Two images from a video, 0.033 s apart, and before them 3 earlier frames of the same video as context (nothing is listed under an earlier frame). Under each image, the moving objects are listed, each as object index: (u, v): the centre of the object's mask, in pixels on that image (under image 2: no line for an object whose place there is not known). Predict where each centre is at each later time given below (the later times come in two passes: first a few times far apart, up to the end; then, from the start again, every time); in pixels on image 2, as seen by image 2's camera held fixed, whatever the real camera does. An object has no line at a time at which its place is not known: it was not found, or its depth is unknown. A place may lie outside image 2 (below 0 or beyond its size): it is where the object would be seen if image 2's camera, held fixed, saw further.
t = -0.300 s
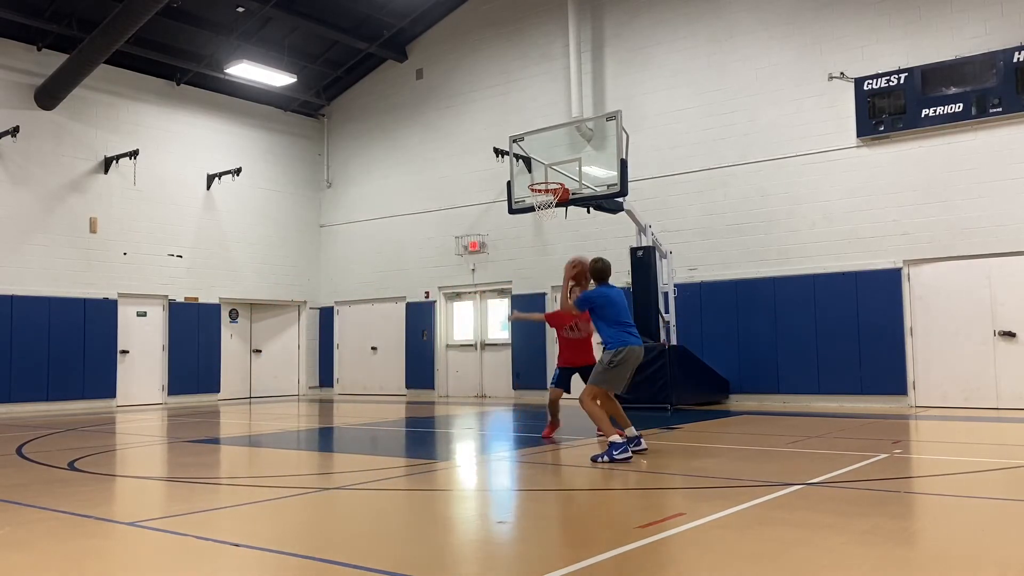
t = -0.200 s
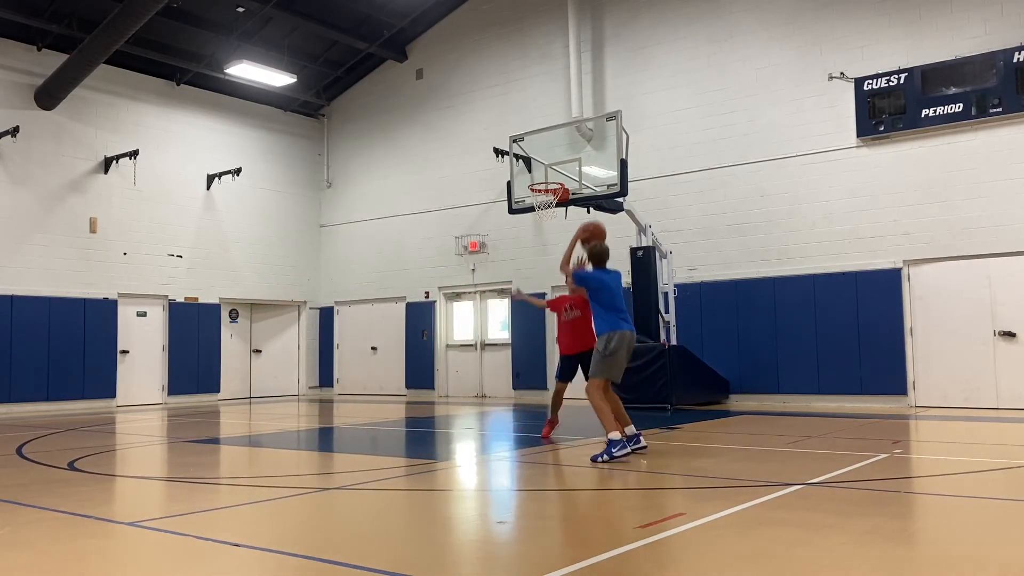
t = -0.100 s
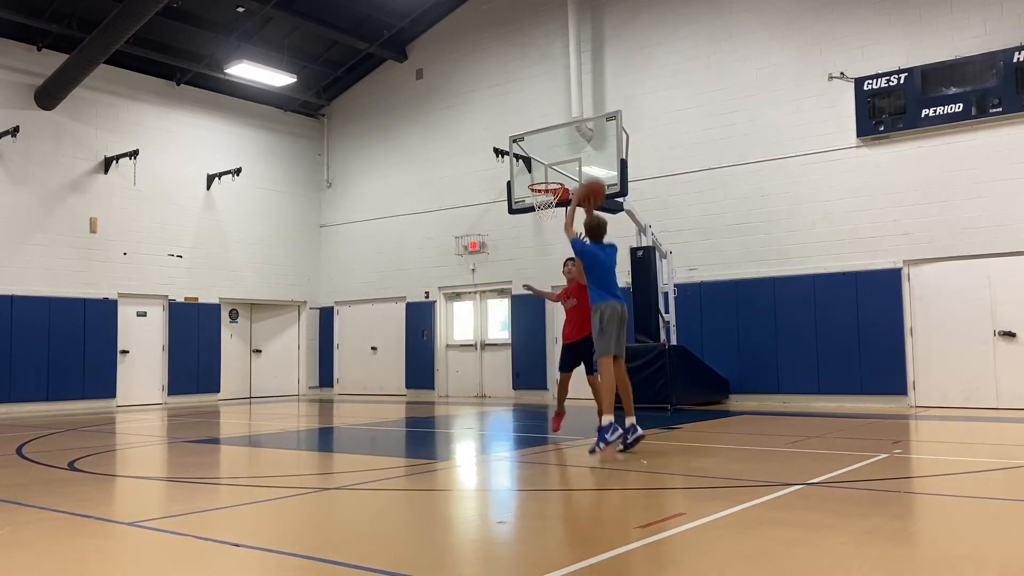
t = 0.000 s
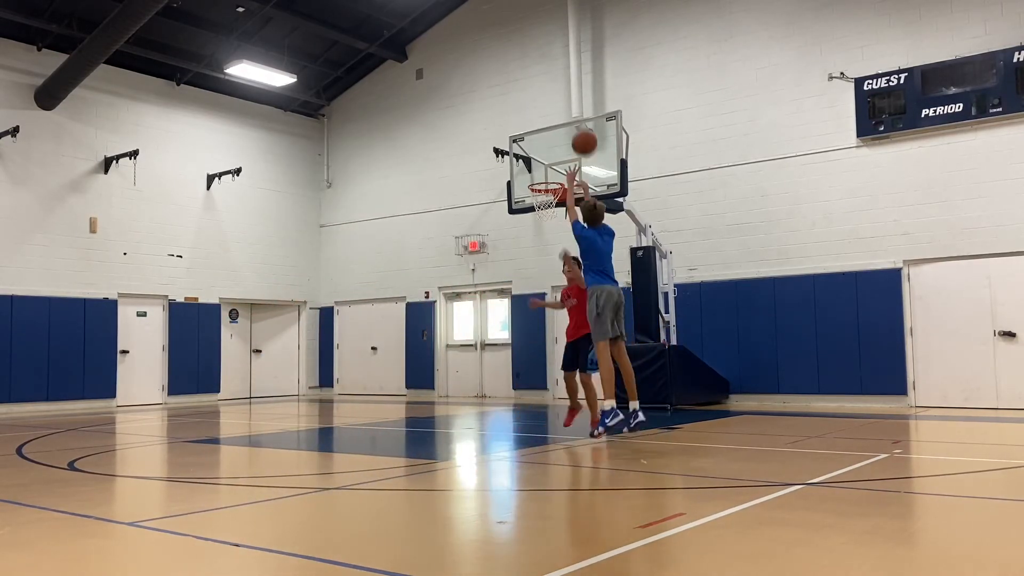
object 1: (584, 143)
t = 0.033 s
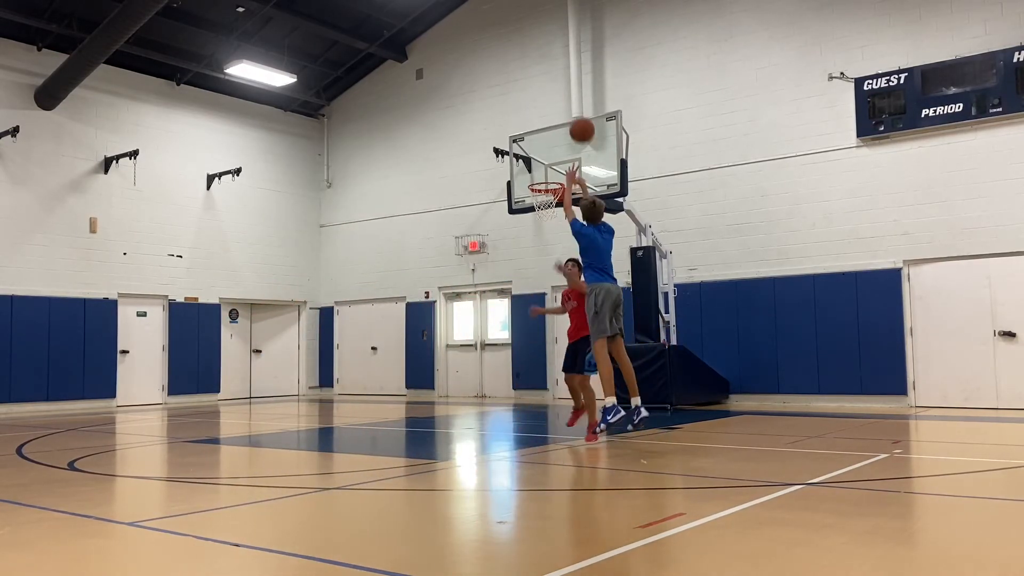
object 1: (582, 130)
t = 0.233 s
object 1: (569, 84)
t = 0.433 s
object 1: (560, 81)
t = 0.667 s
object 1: (552, 117)
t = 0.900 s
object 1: (545, 180)
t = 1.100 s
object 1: (546, 211)
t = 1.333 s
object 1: (550, 253)
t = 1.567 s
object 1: (555, 333)
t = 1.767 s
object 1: (558, 392)
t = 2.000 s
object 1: (560, 319)
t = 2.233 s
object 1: (563, 286)
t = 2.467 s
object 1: (567, 294)
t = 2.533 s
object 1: (568, 304)
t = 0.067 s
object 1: (579, 119)
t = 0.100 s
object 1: (577, 109)
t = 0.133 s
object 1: (575, 101)
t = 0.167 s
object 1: (573, 94)
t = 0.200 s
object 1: (571, 88)
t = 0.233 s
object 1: (569, 84)
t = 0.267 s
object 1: (568, 81)
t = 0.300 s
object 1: (566, 79)
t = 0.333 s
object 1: (565, 78)
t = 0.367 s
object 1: (563, 78)
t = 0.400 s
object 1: (562, 79)
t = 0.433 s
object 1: (560, 81)
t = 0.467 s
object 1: (559, 84)
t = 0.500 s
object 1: (558, 87)
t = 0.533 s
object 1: (556, 92)
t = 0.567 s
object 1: (555, 97)
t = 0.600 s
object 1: (554, 103)
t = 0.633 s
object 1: (553, 110)
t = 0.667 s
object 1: (552, 117)
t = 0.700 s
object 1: (551, 125)
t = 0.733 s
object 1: (549, 134)
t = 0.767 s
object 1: (548, 143)
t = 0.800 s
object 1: (547, 153)
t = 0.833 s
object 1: (546, 164)
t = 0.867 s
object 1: (545, 175)
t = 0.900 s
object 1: (545, 180)
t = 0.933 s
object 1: (544, 196)
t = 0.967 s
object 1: (545, 202)
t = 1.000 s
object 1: (545, 205)
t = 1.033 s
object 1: (546, 205)
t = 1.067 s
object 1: (546, 208)
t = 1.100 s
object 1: (546, 211)
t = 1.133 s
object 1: (547, 214)
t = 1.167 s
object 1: (547, 219)
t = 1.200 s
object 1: (548, 224)
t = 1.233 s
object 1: (548, 230)
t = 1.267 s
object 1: (549, 237)
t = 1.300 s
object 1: (550, 244)
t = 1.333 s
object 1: (550, 253)
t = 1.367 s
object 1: (551, 262)
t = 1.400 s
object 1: (551, 272)
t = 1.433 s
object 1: (552, 282)
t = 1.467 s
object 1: (553, 294)
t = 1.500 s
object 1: (553, 307)
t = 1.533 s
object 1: (554, 320)
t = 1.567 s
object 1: (555, 333)
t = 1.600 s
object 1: (555, 349)
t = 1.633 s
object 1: (556, 364)
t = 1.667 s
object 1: (557, 381)
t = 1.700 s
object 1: (558, 398)
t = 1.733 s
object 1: (558, 405)
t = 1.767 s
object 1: (558, 392)
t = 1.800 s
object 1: (558, 379)
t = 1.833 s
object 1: (558, 367)
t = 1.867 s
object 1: (559, 356)
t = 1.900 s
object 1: (559, 346)
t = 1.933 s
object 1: (559, 336)
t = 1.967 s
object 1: (559, 327)
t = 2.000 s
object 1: (560, 319)
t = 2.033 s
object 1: (560, 312)
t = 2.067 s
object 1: (561, 306)
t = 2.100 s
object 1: (561, 300)
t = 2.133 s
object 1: (561, 296)
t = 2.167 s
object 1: (562, 292)
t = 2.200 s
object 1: (562, 288)
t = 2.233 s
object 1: (563, 286)
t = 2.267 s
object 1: (563, 285)
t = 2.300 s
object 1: (564, 284)
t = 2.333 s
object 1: (564, 284)
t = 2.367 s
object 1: (565, 285)
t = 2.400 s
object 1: (565, 287)
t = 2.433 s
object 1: (566, 290)
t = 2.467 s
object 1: (567, 294)
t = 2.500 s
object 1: (567, 299)
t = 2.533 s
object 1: (568, 304)
